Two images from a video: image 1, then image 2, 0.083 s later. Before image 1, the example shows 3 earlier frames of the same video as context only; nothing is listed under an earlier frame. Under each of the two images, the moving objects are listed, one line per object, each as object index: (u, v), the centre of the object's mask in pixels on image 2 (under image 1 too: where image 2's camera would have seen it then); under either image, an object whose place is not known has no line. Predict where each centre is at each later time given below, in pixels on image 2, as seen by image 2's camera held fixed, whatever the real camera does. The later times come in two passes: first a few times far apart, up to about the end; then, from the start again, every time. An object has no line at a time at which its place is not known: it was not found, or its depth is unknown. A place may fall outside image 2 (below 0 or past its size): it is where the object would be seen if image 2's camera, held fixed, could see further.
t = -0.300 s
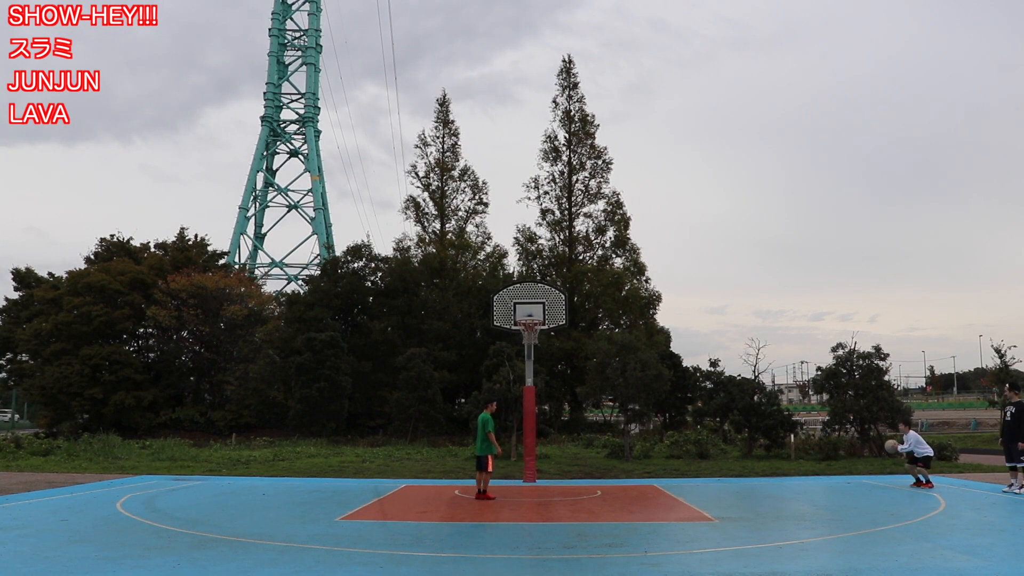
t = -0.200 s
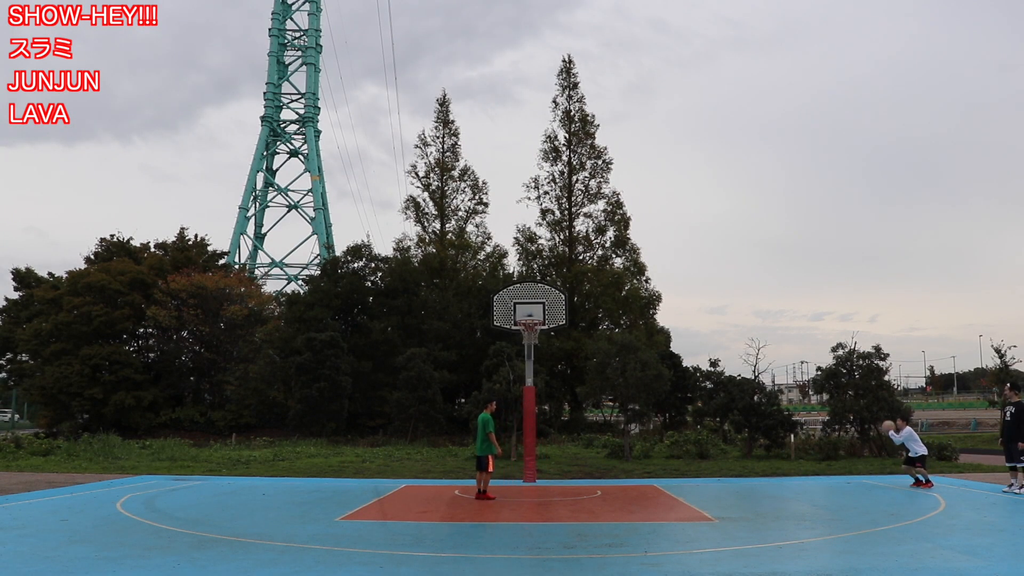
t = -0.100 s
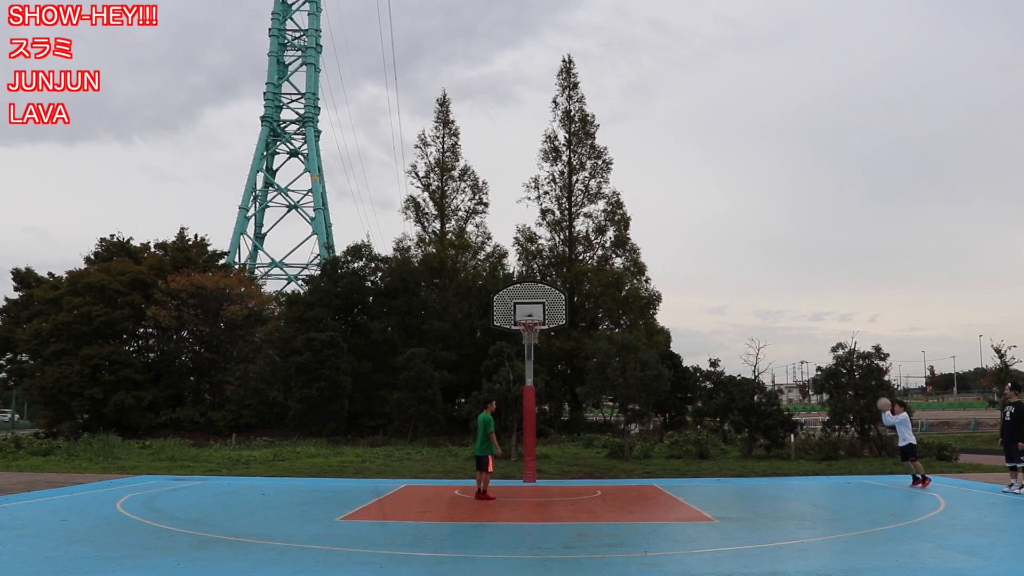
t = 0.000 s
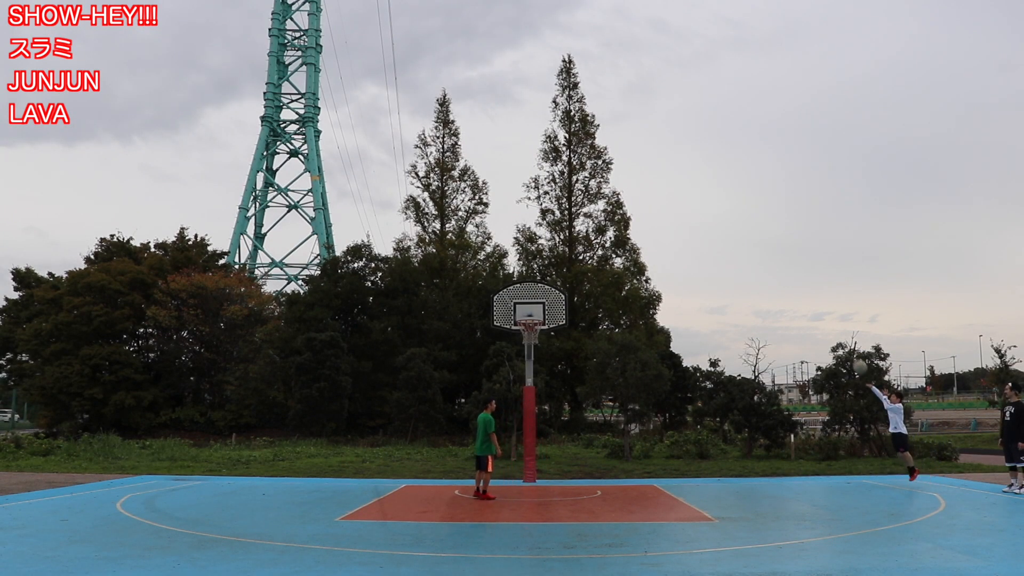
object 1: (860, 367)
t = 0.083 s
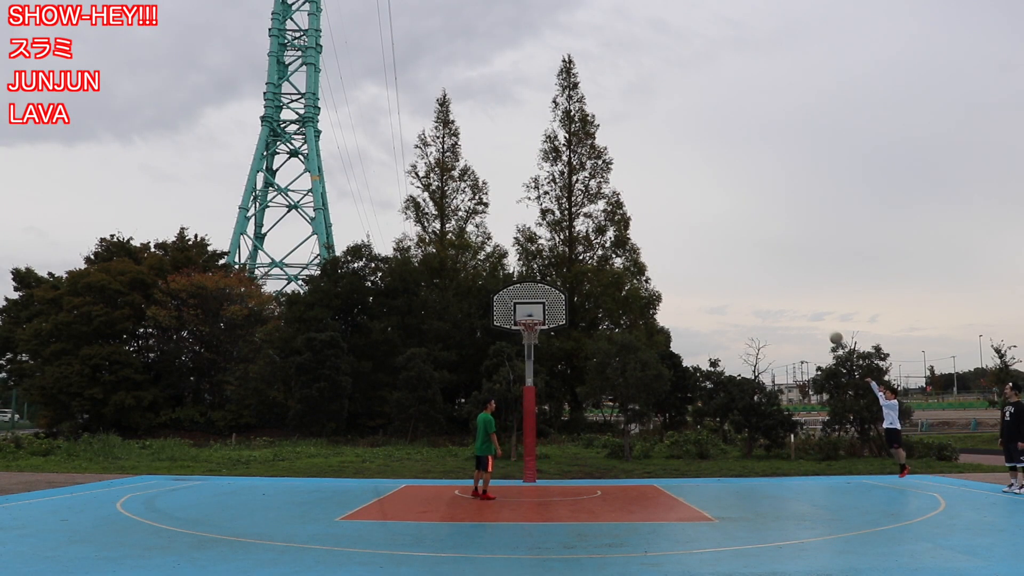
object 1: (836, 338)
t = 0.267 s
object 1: (785, 288)
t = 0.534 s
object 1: (714, 247)
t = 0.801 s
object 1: (644, 245)
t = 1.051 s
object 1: (581, 276)
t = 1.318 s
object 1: (523, 332)
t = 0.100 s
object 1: (831, 333)
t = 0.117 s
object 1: (827, 327)
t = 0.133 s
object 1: (822, 322)
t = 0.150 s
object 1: (817, 318)
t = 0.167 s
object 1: (813, 313)
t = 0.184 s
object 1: (808, 309)
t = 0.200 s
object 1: (804, 304)
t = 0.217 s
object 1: (799, 300)
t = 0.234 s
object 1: (794, 296)
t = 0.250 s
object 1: (790, 292)
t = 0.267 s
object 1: (785, 288)
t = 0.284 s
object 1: (781, 284)
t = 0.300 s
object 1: (776, 281)
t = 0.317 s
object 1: (772, 277)
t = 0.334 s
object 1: (767, 274)
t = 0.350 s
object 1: (763, 271)
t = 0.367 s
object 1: (758, 268)
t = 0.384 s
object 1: (754, 265)
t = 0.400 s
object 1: (749, 263)
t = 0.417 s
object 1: (745, 260)
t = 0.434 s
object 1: (740, 258)
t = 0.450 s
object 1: (736, 256)
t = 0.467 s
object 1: (732, 254)
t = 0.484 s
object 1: (727, 252)
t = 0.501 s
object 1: (723, 250)
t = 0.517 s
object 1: (718, 249)
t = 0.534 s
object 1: (714, 247)
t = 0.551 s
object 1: (710, 246)
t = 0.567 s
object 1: (705, 245)
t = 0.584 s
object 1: (701, 244)
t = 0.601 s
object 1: (696, 243)
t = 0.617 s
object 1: (692, 242)
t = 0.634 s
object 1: (688, 242)
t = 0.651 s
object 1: (684, 242)
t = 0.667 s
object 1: (679, 241)
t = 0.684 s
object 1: (675, 241)
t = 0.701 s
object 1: (671, 241)
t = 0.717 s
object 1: (666, 241)
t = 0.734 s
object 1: (662, 242)
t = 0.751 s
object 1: (658, 242)
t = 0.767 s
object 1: (653, 243)
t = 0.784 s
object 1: (649, 244)
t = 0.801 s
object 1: (644, 245)
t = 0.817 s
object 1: (640, 246)
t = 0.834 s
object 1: (636, 247)
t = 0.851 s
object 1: (632, 248)
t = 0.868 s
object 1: (628, 250)
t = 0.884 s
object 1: (623, 252)
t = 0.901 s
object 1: (619, 253)
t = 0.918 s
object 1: (614, 255)
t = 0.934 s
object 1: (610, 257)
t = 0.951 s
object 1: (606, 259)
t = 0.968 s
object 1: (602, 262)
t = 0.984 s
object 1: (597, 264)
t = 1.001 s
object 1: (593, 267)
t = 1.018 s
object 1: (589, 270)
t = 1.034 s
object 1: (585, 273)
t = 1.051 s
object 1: (581, 276)
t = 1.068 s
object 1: (577, 279)
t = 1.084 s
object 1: (572, 283)
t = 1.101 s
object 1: (568, 286)
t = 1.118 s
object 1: (565, 289)
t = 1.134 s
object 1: (560, 293)
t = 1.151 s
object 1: (556, 298)
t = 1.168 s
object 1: (552, 302)
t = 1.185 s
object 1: (548, 306)
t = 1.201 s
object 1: (543, 311)
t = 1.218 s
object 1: (539, 315)
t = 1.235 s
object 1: (534, 317)
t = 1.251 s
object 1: (528, 324)
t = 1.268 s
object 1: (526, 325)
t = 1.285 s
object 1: (522, 329)
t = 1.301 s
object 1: (522, 331)
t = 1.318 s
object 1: (523, 332)
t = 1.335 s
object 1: (523, 334)
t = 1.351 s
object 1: (524, 334)
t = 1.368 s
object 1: (524, 335)
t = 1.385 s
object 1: (525, 337)
